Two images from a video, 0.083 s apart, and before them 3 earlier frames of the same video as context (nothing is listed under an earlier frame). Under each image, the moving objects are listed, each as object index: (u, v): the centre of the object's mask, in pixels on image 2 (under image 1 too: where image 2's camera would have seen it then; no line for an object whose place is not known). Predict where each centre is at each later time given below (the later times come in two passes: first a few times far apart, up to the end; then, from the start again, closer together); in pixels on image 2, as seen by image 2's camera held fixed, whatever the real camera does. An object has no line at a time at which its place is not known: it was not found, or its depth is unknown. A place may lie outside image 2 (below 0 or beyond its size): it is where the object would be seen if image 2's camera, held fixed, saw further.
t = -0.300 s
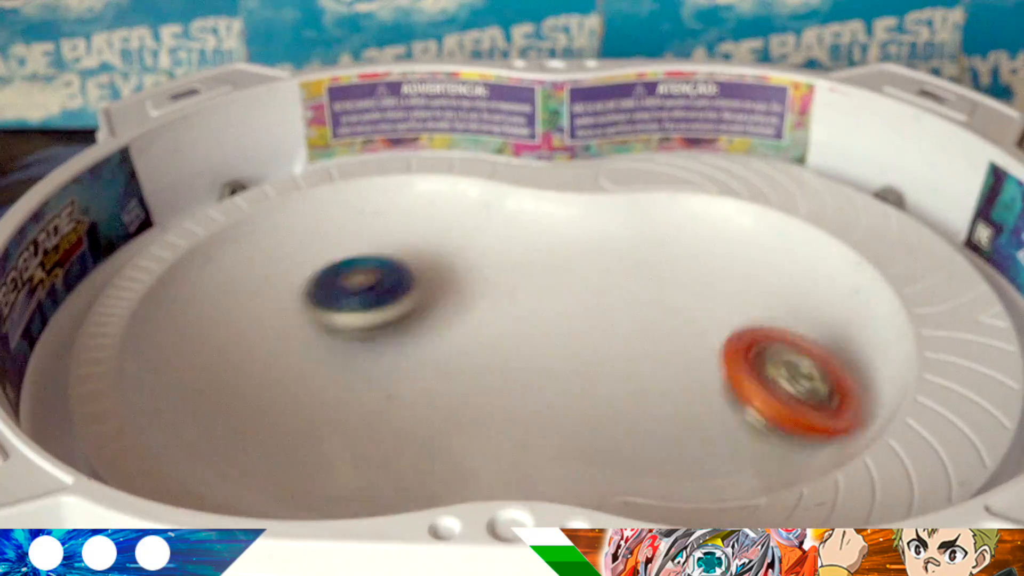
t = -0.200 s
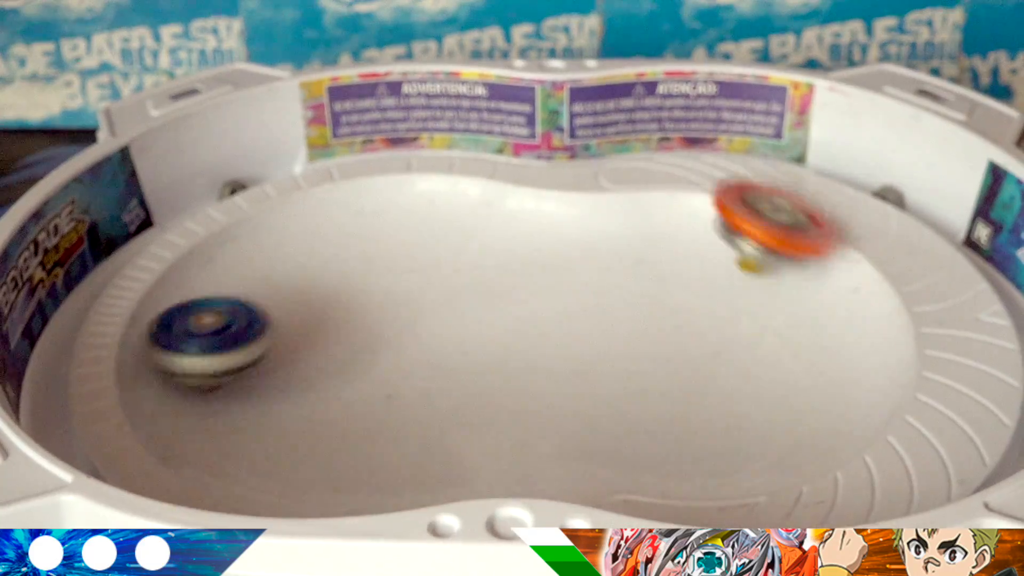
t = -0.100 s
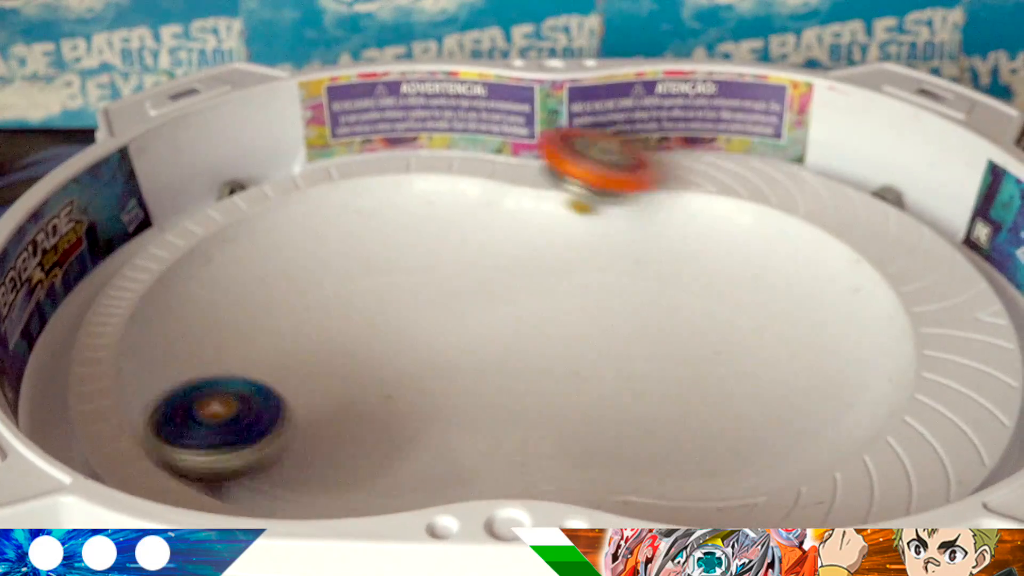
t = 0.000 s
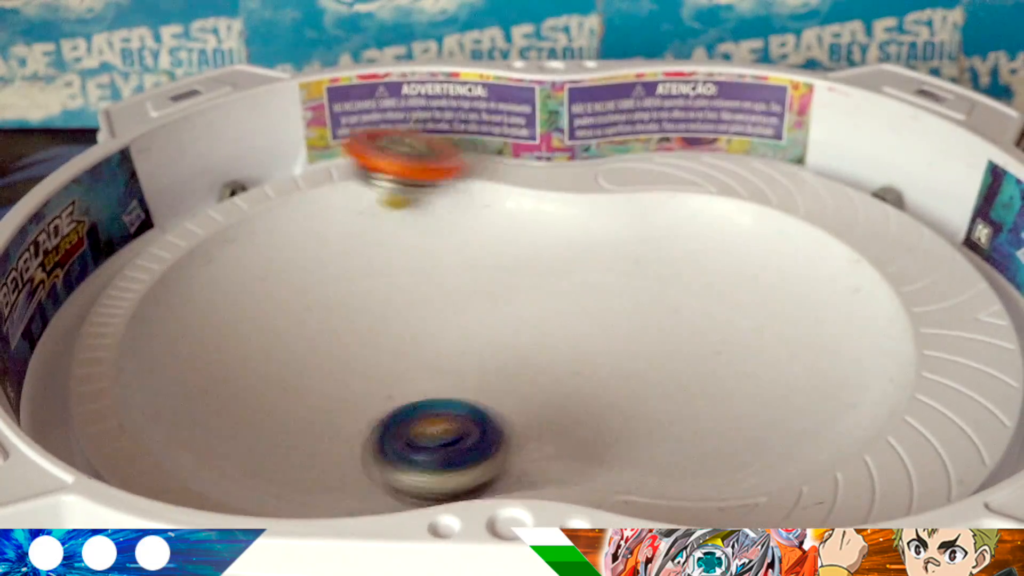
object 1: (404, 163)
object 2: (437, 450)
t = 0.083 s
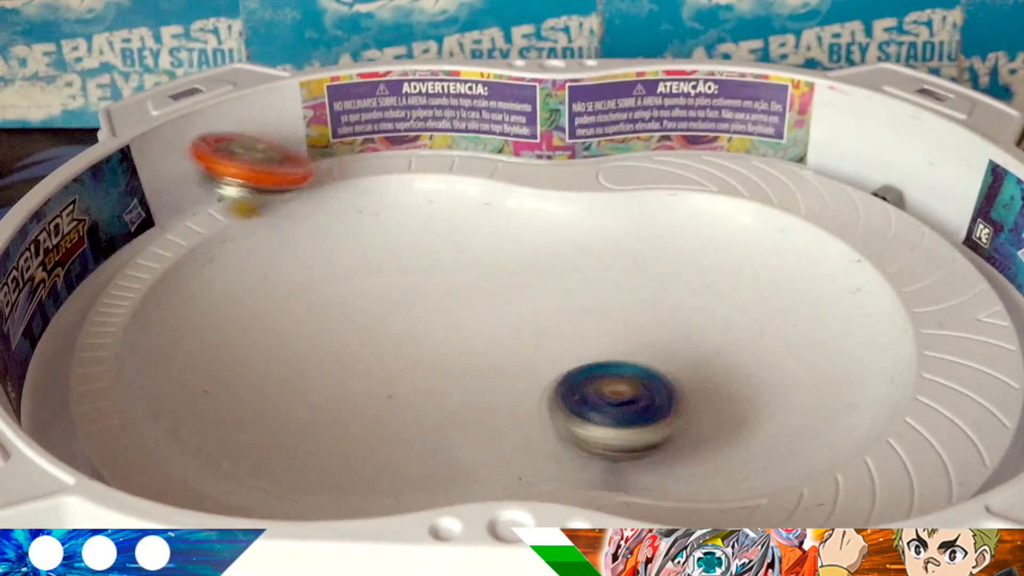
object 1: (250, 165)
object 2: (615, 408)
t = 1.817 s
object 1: (753, 301)
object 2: (602, 362)
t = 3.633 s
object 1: (714, 319)
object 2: (299, 338)
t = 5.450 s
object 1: (614, 327)
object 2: (464, 346)
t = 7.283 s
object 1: (561, 314)
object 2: (328, 345)
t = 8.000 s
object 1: (685, 359)
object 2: (388, 359)
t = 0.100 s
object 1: (221, 179)
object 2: (645, 399)
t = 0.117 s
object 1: (192, 191)
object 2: (673, 389)
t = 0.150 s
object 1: (140, 205)
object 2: (718, 366)
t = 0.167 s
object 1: (125, 216)
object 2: (735, 352)
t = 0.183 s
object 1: (114, 228)
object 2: (746, 338)
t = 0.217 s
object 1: (93, 251)
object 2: (759, 312)
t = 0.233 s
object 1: (85, 264)
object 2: (760, 298)
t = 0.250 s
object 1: (80, 275)
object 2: (757, 284)
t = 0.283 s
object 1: (73, 297)
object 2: (740, 257)
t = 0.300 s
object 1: (72, 307)
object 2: (726, 245)
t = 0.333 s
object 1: (72, 327)
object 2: (692, 225)
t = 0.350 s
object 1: (73, 335)
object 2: (672, 217)
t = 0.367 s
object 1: (75, 343)
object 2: (650, 213)
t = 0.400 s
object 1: (79, 357)
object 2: (607, 222)
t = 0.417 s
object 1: (81, 364)
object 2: (584, 232)
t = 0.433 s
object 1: (83, 368)
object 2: (560, 239)
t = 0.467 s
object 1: (89, 375)
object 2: (509, 253)
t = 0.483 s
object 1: (91, 379)
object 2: (484, 259)
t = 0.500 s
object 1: (94, 380)
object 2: (458, 267)
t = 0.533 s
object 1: (103, 383)
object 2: (407, 278)
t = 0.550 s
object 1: (107, 384)
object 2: (384, 281)
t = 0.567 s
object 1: (112, 383)
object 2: (363, 284)
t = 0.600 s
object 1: (122, 380)
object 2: (325, 292)
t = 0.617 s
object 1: (130, 379)
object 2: (308, 298)
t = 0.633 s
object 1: (141, 379)
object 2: (293, 306)
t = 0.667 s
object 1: (171, 394)
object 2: (273, 324)
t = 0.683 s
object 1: (195, 393)
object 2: (273, 330)
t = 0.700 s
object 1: (222, 391)
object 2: (274, 329)
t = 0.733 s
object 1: (248, 402)
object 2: (291, 334)
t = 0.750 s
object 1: (262, 418)
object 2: (304, 343)
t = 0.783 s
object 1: (298, 439)
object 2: (332, 356)
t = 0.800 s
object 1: (317, 441)
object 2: (348, 358)
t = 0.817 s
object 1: (339, 442)
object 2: (364, 359)
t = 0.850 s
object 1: (381, 439)
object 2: (400, 357)
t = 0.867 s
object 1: (400, 436)
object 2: (417, 354)
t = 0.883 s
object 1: (420, 431)
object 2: (430, 349)
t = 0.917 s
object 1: (453, 418)
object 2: (459, 339)
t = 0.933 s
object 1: (470, 412)
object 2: (471, 333)
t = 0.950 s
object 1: (486, 405)
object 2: (484, 327)
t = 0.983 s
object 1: (519, 395)
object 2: (506, 315)
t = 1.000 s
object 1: (535, 389)
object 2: (512, 309)
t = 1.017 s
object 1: (549, 383)
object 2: (517, 304)
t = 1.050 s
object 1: (577, 370)
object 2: (521, 294)
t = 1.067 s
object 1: (587, 363)
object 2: (519, 290)
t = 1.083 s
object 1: (598, 358)
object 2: (516, 287)
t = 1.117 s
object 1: (614, 346)
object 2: (503, 281)
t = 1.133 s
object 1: (622, 342)
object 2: (493, 279)
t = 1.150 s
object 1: (628, 337)
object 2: (482, 277)
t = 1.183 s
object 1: (637, 330)
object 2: (454, 274)
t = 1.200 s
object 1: (641, 328)
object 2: (440, 272)
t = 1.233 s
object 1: (646, 326)
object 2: (414, 267)
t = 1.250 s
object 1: (649, 325)
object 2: (401, 265)
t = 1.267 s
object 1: (651, 324)
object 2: (387, 265)
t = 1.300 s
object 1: (653, 323)
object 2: (362, 270)
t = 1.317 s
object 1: (654, 322)
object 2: (350, 275)
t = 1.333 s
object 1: (655, 322)
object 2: (340, 281)
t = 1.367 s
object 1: (658, 322)
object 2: (324, 297)
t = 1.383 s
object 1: (659, 322)
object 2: (319, 307)
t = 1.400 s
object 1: (661, 322)
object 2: (316, 316)
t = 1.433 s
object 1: (663, 322)
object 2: (315, 338)
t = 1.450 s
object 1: (664, 322)
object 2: (319, 348)
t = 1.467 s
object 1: (666, 322)
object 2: (325, 358)
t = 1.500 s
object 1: (667, 322)
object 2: (342, 375)
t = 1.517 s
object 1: (668, 322)
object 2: (355, 382)
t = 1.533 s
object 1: (669, 322)
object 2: (367, 388)
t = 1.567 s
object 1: (671, 322)
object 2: (399, 392)
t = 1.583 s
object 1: (671, 322)
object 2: (416, 392)
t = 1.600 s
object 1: (672, 323)
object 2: (434, 389)
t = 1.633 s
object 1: (674, 323)
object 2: (475, 384)
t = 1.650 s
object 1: (674, 324)
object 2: (495, 381)
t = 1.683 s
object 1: (676, 324)
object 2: (538, 376)
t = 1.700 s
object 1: (679, 324)
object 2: (556, 373)
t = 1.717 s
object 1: (695, 320)
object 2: (560, 372)
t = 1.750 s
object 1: (723, 314)
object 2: (568, 372)
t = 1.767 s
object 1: (734, 310)
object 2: (576, 369)
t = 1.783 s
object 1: (742, 307)
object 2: (584, 367)
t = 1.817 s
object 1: (753, 301)
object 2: (602, 362)
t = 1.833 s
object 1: (756, 299)
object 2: (607, 360)
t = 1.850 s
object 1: (757, 298)
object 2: (613, 356)
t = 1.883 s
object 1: (753, 296)
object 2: (619, 348)
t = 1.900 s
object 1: (750, 296)
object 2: (621, 344)
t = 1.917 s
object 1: (745, 294)
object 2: (619, 341)
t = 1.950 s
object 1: (738, 293)
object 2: (605, 336)
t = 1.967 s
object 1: (733, 291)
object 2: (596, 334)
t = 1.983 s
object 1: (726, 291)
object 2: (587, 332)
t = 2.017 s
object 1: (712, 290)
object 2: (566, 328)
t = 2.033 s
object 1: (703, 290)
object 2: (557, 326)
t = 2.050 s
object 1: (695, 290)
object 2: (545, 325)
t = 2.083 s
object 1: (680, 290)
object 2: (521, 323)
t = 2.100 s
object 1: (674, 290)
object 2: (508, 323)
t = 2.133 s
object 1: (663, 292)
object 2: (482, 322)
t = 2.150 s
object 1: (659, 294)
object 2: (469, 321)
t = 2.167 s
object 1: (654, 296)
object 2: (454, 320)
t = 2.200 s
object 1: (649, 300)
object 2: (424, 321)
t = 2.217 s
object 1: (648, 303)
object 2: (410, 321)
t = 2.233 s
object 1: (646, 306)
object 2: (397, 321)
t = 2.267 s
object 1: (646, 312)
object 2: (372, 322)
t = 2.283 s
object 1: (646, 315)
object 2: (359, 323)
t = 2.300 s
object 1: (648, 318)
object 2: (348, 327)
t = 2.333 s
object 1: (651, 325)
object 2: (327, 335)
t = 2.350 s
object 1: (654, 329)
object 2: (320, 340)
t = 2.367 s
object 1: (656, 332)
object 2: (313, 347)
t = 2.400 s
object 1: (664, 338)
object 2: (305, 358)
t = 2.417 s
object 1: (667, 339)
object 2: (304, 366)
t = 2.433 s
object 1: (672, 341)
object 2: (303, 373)
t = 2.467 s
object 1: (681, 344)
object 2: (308, 388)
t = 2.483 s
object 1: (686, 344)
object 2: (314, 394)
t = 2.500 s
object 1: (690, 345)
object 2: (323, 399)
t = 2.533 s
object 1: (699, 345)
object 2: (343, 409)
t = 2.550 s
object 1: (703, 346)
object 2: (355, 410)
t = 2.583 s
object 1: (712, 347)
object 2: (381, 409)
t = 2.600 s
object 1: (715, 347)
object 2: (396, 405)
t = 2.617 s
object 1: (717, 346)
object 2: (407, 400)
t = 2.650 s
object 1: (723, 345)
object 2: (431, 386)
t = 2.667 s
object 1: (725, 344)
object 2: (444, 379)
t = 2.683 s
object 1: (726, 344)
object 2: (456, 371)
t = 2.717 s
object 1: (728, 342)
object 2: (473, 353)
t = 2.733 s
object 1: (727, 342)
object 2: (478, 345)
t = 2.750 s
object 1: (727, 341)
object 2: (480, 337)
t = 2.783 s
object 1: (725, 341)
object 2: (476, 324)
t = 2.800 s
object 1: (723, 340)
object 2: (472, 318)
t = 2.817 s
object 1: (722, 340)
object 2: (466, 312)
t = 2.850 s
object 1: (717, 341)
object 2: (448, 302)
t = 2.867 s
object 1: (714, 341)
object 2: (436, 298)
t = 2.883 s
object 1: (710, 341)
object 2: (424, 293)
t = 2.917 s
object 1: (704, 341)
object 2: (399, 285)
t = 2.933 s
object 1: (700, 342)
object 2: (385, 283)
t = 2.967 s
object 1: (694, 343)
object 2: (358, 281)
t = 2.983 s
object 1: (690, 346)
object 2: (344, 280)
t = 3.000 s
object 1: (687, 347)
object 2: (333, 282)
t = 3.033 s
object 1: (679, 349)
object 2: (311, 290)
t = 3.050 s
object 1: (675, 348)
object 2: (300, 295)
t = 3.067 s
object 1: (671, 350)
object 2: (291, 301)
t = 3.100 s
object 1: (662, 351)
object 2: (279, 315)
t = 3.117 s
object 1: (658, 353)
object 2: (275, 324)
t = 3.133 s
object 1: (652, 353)
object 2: (273, 334)
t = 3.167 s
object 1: (640, 355)
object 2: (274, 353)
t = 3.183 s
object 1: (634, 354)
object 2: (279, 363)
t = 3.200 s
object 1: (626, 355)
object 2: (286, 370)
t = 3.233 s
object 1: (611, 355)
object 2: (304, 385)
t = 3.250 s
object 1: (603, 357)
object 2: (315, 391)
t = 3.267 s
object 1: (594, 356)
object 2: (329, 396)
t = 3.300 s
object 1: (577, 356)
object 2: (362, 398)
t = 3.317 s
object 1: (566, 355)
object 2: (376, 397)
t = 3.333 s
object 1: (557, 356)
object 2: (392, 395)
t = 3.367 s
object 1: (542, 354)
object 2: (415, 387)
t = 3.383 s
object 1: (557, 346)
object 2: (403, 380)
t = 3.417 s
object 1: (595, 348)
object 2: (374, 368)
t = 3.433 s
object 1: (612, 347)
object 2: (363, 362)
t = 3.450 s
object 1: (626, 343)
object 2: (357, 354)
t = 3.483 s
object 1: (652, 338)
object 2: (344, 344)
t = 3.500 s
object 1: (661, 336)
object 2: (338, 340)
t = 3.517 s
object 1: (671, 334)
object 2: (335, 338)
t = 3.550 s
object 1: (685, 329)
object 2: (324, 334)
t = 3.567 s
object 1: (692, 326)
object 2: (318, 334)
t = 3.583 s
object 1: (697, 325)
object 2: (314, 333)
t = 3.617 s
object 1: (709, 320)
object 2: (303, 335)
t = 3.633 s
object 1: (714, 319)
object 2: (299, 338)
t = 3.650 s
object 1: (719, 317)
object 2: (298, 341)
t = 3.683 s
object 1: (728, 315)
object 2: (296, 348)
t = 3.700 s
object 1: (731, 313)
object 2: (298, 352)
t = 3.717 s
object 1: (734, 313)
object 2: (301, 356)
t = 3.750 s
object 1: (738, 312)
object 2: (313, 361)
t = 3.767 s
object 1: (740, 311)
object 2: (320, 363)
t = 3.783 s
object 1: (740, 311)
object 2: (330, 364)
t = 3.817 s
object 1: (741, 310)
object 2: (350, 362)
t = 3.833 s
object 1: (740, 311)
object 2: (359, 359)
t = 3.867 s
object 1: (738, 311)
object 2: (378, 351)
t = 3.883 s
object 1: (737, 311)
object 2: (385, 346)
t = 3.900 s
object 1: (735, 311)
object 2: (389, 340)
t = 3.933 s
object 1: (732, 312)
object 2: (400, 327)
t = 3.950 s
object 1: (729, 313)
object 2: (402, 320)
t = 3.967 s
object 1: (727, 314)
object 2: (402, 314)
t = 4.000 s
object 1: (723, 315)
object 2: (402, 301)
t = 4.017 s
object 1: (721, 315)
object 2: (400, 298)
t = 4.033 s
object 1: (721, 316)
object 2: (398, 292)
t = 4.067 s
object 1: (716, 318)
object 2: (388, 281)
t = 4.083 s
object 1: (715, 318)
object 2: (384, 277)
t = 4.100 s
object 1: (712, 319)
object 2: (378, 272)
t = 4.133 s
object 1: (708, 321)
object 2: (363, 267)
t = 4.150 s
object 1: (707, 322)
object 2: (355, 267)
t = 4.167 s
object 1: (705, 323)
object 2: (347, 267)
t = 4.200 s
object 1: (703, 325)
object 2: (330, 272)
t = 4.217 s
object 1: (701, 326)
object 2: (324, 277)
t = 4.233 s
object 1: (700, 327)
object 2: (318, 282)
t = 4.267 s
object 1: (699, 329)
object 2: (309, 295)
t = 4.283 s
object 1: (698, 330)
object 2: (309, 303)
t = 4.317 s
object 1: (697, 332)
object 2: (312, 318)
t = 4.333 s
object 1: (696, 333)
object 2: (316, 325)
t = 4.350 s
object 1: (696, 335)
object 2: (324, 331)
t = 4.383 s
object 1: (694, 336)
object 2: (342, 342)
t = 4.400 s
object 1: (693, 337)
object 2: (353, 347)
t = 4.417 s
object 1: (692, 339)
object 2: (366, 350)
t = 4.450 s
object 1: (690, 341)
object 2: (388, 352)
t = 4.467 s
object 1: (689, 342)
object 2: (402, 352)
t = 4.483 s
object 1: (688, 343)
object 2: (415, 350)
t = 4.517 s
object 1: (685, 345)
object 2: (436, 345)
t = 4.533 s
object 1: (682, 346)
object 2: (447, 341)
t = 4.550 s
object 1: (681, 348)
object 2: (457, 337)
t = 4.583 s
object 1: (678, 349)
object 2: (475, 330)
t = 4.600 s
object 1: (676, 350)
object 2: (486, 326)
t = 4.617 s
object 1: (674, 350)
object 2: (493, 322)
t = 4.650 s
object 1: (671, 351)
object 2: (506, 315)
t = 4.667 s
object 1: (671, 352)
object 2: (512, 312)
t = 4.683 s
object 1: (668, 352)
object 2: (515, 308)
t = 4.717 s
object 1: (664, 352)
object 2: (518, 304)
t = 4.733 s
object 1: (662, 352)
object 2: (517, 301)
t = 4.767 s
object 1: (657, 352)
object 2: (513, 300)
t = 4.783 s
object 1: (655, 352)
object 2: (511, 300)
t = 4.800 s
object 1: (652, 351)
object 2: (506, 300)
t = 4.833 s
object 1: (647, 350)
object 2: (498, 302)
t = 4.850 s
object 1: (643, 350)
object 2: (492, 302)
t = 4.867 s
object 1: (641, 350)
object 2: (487, 304)
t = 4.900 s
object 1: (634, 348)
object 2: (481, 308)
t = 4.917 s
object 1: (630, 347)
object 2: (477, 310)
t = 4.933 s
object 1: (627, 346)
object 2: (474, 313)
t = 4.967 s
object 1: (619, 345)
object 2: (473, 317)
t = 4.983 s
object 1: (617, 344)
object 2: (472, 321)
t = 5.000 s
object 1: (613, 342)
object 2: (474, 324)
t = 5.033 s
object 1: (608, 340)
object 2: (480, 330)
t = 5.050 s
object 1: (612, 338)
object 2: (479, 332)
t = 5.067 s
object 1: (620, 339)
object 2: (474, 331)
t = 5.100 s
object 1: (631, 339)
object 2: (467, 333)
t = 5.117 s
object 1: (635, 339)
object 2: (467, 332)
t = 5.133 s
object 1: (637, 339)
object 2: (468, 333)
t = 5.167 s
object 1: (641, 340)
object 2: (467, 334)
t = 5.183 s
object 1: (644, 340)
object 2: (467, 334)
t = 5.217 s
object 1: (645, 339)
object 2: (465, 336)
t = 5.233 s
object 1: (645, 338)
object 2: (466, 336)
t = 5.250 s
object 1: (644, 338)
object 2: (465, 337)
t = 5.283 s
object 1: (641, 335)
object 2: (464, 338)
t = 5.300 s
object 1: (641, 335)
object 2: (463, 339)
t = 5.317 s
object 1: (638, 333)
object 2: (462, 340)
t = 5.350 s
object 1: (633, 332)
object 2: (462, 342)
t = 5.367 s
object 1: (631, 331)
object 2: (462, 343)
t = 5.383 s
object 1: (627, 330)
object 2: (463, 344)
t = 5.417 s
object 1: (621, 329)
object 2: (462, 345)
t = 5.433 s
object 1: (617, 327)
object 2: (462, 346)
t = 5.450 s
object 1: (614, 327)
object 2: (464, 346)
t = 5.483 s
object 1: (606, 325)
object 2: (464, 346)
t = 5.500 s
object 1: (602, 324)
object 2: (466, 346)
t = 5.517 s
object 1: (600, 323)
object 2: (466, 346)
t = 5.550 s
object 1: (606, 322)
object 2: (455, 345)
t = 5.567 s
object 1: (608, 321)
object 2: (449, 346)
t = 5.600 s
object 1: (613, 319)
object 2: (440, 346)
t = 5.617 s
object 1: (614, 318)
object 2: (435, 346)
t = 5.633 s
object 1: (616, 318)
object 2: (429, 346)
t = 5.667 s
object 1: (617, 318)
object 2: (418, 345)
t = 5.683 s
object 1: (616, 317)
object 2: (411, 345)
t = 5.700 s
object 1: (617, 318)
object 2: (405, 344)
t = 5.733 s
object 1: (616, 318)
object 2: (389, 345)
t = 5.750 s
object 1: (613, 318)
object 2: (383, 344)
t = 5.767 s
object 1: (613, 319)
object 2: (376, 346)
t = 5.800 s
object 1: (611, 320)
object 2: (365, 350)
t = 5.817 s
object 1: (609, 320)
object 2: (358, 354)
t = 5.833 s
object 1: (607, 321)
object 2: (353, 358)
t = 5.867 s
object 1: (605, 323)
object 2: (346, 367)
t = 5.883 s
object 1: (603, 323)
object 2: (345, 371)
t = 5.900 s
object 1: (601, 324)
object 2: (347, 376)
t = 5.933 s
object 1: (597, 325)
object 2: (350, 383)
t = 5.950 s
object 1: (596, 326)
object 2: (356, 387)
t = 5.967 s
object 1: (594, 326)
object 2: (362, 390)
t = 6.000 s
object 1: (590, 328)
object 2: (378, 391)
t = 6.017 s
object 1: (588, 328)
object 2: (386, 389)
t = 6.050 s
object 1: (584, 328)
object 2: (404, 382)
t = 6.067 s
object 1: (582, 329)
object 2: (410, 378)
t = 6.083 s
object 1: (580, 330)
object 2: (416, 372)
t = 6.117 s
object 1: (577, 330)
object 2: (426, 361)
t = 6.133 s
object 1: (575, 330)
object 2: (427, 356)
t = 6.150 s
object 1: (573, 331)
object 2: (429, 349)
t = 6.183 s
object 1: (570, 331)
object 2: (425, 339)
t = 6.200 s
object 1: (569, 331)
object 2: (422, 333)
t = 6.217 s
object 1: (565, 332)
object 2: (417, 329)
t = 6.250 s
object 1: (562, 332)
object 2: (408, 319)
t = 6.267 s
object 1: (561, 332)
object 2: (401, 315)
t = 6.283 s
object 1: (558, 332)
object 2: (395, 310)
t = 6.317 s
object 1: (555, 333)
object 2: (376, 305)
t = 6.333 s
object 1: (554, 333)
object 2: (369, 303)
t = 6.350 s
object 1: (552, 334)
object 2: (359, 302)
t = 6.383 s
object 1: (549, 334)
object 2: (342, 302)
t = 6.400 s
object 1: (548, 334)
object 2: (332, 303)
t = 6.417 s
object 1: (546, 334)
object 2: (324, 306)
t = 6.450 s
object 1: (543, 334)
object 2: (310, 313)
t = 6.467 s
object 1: (541, 334)
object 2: (305, 317)
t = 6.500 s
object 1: (537, 334)
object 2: (295, 328)
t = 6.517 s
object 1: (535, 335)
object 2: (294, 334)
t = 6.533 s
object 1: (533, 335)
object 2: (293, 341)
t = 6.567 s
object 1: (529, 334)
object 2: (299, 353)
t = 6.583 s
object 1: (528, 334)
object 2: (302, 359)
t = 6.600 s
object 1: (525, 334)
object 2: (308, 365)
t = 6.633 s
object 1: (520, 335)
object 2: (324, 374)
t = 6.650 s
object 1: (519, 333)
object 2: (333, 377)
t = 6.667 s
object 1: (516, 334)
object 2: (344, 378)
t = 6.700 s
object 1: (511, 334)
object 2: (369, 380)
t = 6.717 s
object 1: (509, 334)
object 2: (381, 378)
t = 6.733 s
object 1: (510, 333)
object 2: (390, 377)
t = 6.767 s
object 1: (528, 329)
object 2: (388, 372)
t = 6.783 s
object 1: (535, 326)
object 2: (387, 369)
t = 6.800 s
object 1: (543, 324)
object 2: (388, 364)
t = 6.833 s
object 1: (554, 321)
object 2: (396, 355)
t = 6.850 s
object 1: (556, 319)
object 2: (399, 350)
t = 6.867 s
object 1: (559, 318)
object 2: (401, 345)
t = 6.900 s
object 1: (561, 317)
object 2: (401, 334)
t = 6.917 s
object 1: (561, 316)
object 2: (402, 327)
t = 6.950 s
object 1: (562, 314)
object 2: (398, 317)
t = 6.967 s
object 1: (562, 314)
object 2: (395, 312)
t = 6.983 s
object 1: (562, 313)
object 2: (389, 308)
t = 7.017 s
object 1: (562, 312)
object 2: (378, 300)
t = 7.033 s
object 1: (562, 312)
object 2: (372, 297)
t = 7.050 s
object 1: (563, 312)
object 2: (365, 294)
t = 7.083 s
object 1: (562, 311)
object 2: (351, 293)
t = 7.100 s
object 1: (562, 312)
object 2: (343, 294)
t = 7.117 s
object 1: (562, 311)
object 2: (335, 295)
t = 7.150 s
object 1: (562, 312)
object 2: (322, 302)
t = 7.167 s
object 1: (562, 312)
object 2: (318, 307)
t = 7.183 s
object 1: (562, 312)
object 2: (315, 312)
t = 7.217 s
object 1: (562, 313)
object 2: (313, 323)
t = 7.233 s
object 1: (562, 314)
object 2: (313, 329)
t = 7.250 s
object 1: (561, 314)
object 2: (318, 336)
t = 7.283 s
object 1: (561, 314)
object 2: (328, 345)
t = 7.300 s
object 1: (561, 315)
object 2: (335, 349)
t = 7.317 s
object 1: (561, 315)
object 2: (343, 354)
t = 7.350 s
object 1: (561, 316)
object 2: (363, 358)
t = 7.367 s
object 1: (562, 317)
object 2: (372, 359)
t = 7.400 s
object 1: (562, 318)
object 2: (394, 358)
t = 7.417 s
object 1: (562, 318)
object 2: (406, 356)
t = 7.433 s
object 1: (562, 319)
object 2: (414, 352)
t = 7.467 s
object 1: (563, 320)
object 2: (431, 344)
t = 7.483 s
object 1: (572, 320)
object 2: (430, 340)
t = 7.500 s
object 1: (586, 321)
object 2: (426, 335)
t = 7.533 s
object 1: (607, 323)
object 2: (418, 326)
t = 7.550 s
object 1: (616, 324)
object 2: (417, 321)
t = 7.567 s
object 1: (623, 324)
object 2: (414, 316)
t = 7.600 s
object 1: (635, 326)
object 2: (407, 308)
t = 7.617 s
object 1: (639, 328)
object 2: (402, 305)
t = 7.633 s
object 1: (644, 328)
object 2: (395, 303)
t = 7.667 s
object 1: (651, 330)
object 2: (383, 299)
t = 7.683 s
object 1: (655, 332)
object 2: (376, 297)
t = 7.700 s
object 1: (657, 334)
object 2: (370, 297)
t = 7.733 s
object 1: (663, 337)
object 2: (356, 299)
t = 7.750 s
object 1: (667, 338)
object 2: (350, 302)
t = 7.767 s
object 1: (668, 340)
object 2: (346, 304)
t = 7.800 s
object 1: (672, 344)
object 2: (338, 313)
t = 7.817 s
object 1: (675, 344)
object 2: (336, 317)
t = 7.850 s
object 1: (678, 348)
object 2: (336, 329)
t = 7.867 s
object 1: (679, 350)
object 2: (337, 333)
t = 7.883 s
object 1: (681, 351)
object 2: (340, 338)
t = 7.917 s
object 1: (682, 354)
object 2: (351, 347)
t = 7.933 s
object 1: (683, 355)
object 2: (357, 351)
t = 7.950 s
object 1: (684, 357)
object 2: (363, 354)
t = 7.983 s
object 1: (684, 358)
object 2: (380, 358)
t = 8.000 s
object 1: (685, 359)
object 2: (388, 359)
